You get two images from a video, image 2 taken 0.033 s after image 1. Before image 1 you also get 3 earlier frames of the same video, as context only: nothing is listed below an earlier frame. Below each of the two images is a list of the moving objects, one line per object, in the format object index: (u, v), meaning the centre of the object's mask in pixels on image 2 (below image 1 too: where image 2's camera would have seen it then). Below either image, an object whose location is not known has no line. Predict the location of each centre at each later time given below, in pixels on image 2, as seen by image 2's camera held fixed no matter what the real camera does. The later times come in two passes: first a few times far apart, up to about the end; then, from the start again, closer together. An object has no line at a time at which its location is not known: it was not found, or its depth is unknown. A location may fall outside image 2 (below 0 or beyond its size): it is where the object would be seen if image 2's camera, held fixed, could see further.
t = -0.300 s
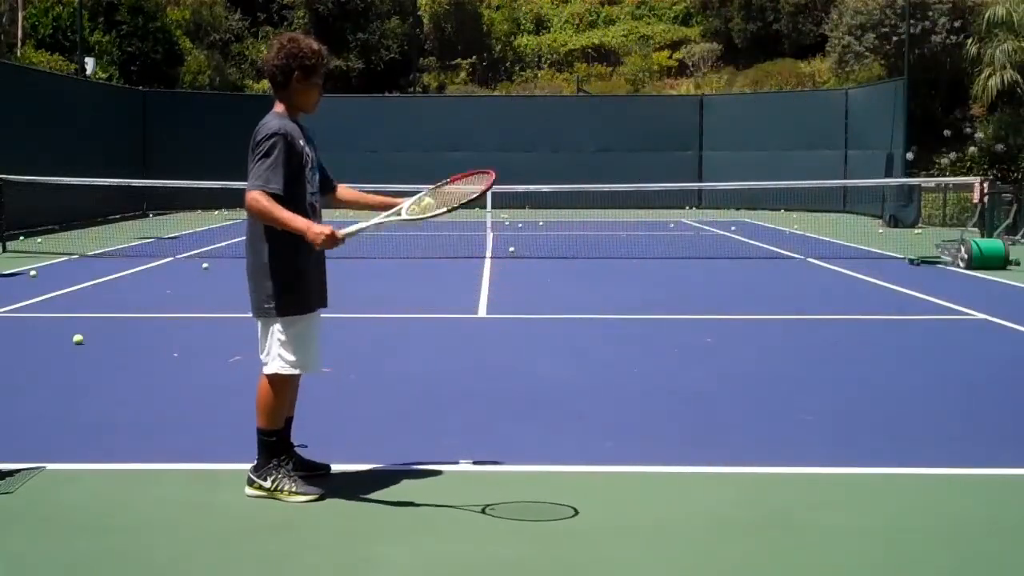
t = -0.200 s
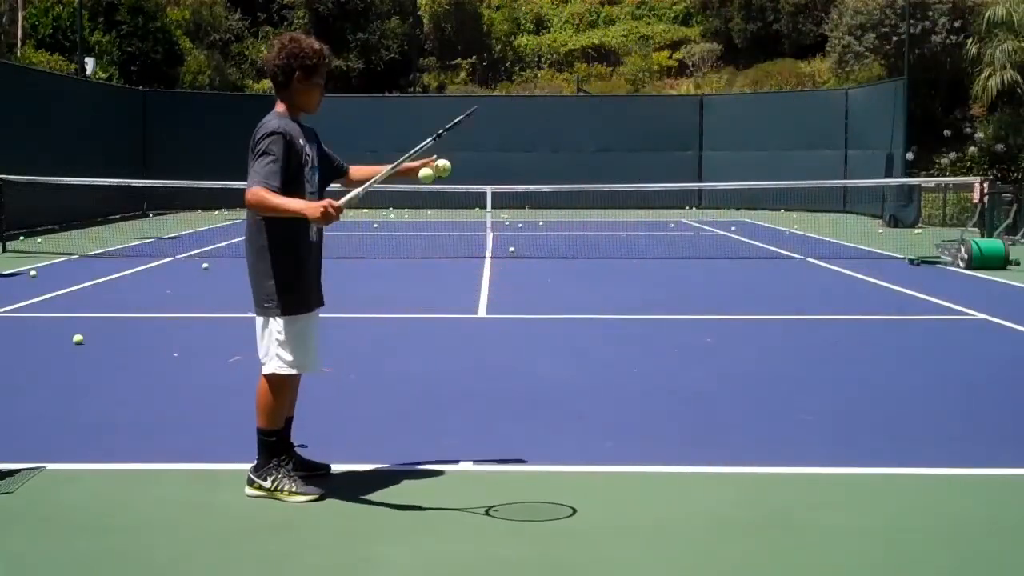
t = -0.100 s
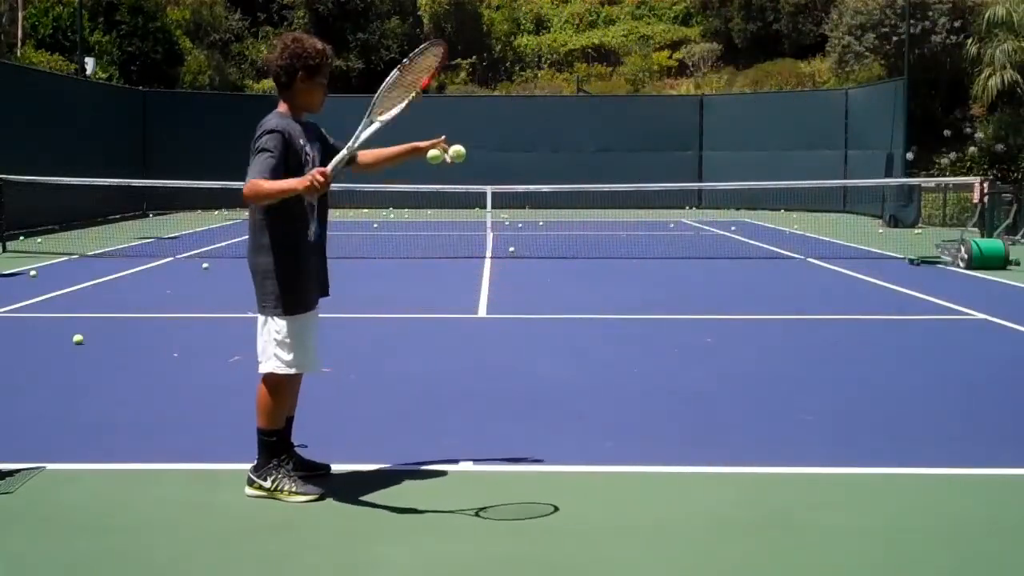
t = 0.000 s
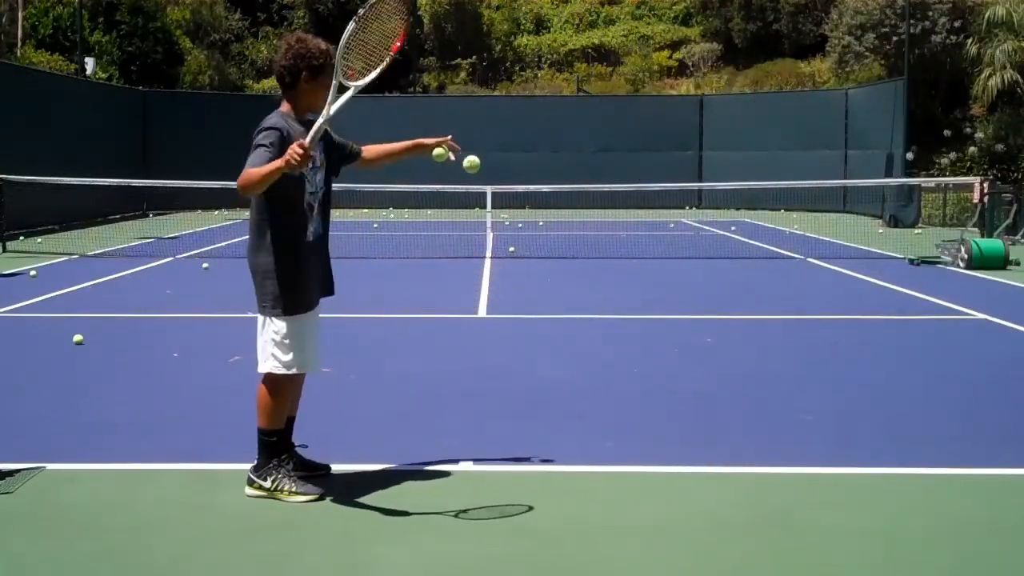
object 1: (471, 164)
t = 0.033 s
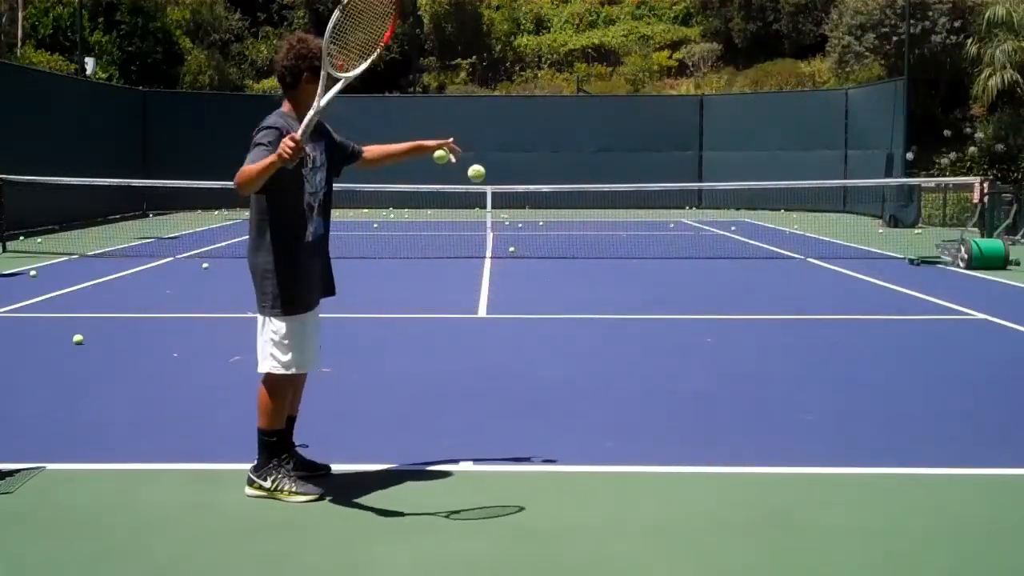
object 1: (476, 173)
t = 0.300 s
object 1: (513, 347)
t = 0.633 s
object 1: (545, 305)
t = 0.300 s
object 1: (513, 347)
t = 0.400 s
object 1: (526, 459)
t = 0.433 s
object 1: (529, 439)
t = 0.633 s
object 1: (545, 305)
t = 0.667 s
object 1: (548, 292)
